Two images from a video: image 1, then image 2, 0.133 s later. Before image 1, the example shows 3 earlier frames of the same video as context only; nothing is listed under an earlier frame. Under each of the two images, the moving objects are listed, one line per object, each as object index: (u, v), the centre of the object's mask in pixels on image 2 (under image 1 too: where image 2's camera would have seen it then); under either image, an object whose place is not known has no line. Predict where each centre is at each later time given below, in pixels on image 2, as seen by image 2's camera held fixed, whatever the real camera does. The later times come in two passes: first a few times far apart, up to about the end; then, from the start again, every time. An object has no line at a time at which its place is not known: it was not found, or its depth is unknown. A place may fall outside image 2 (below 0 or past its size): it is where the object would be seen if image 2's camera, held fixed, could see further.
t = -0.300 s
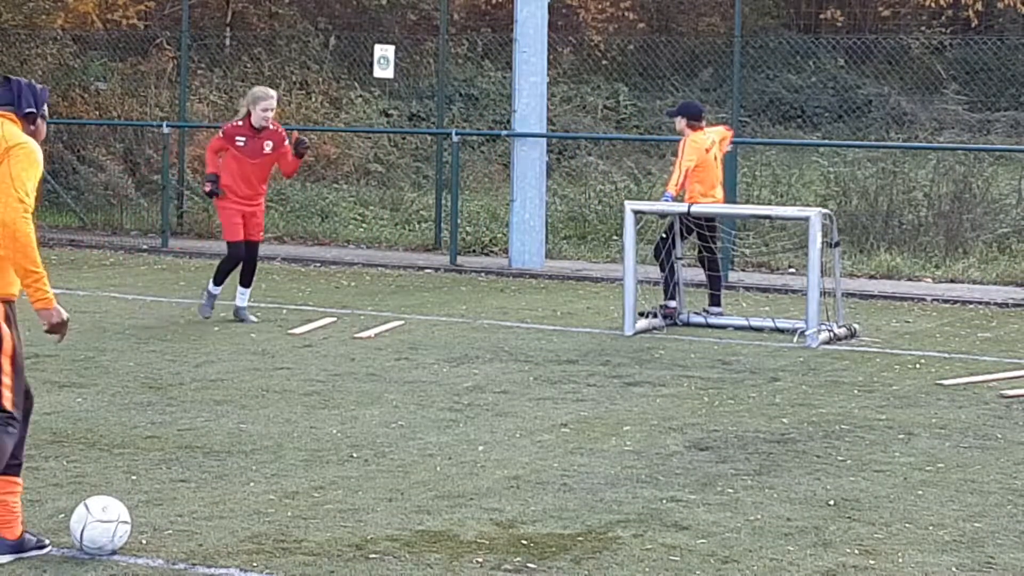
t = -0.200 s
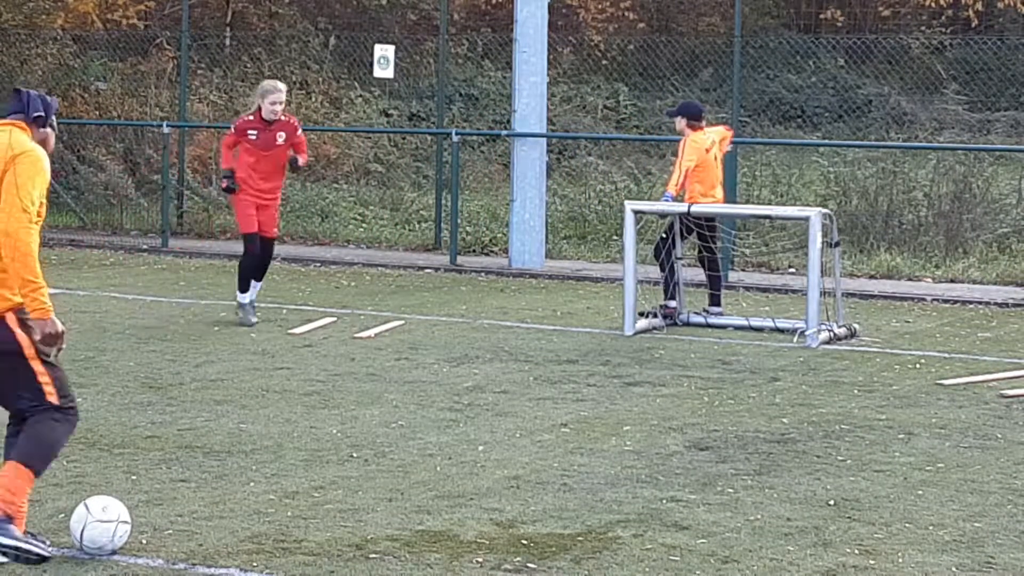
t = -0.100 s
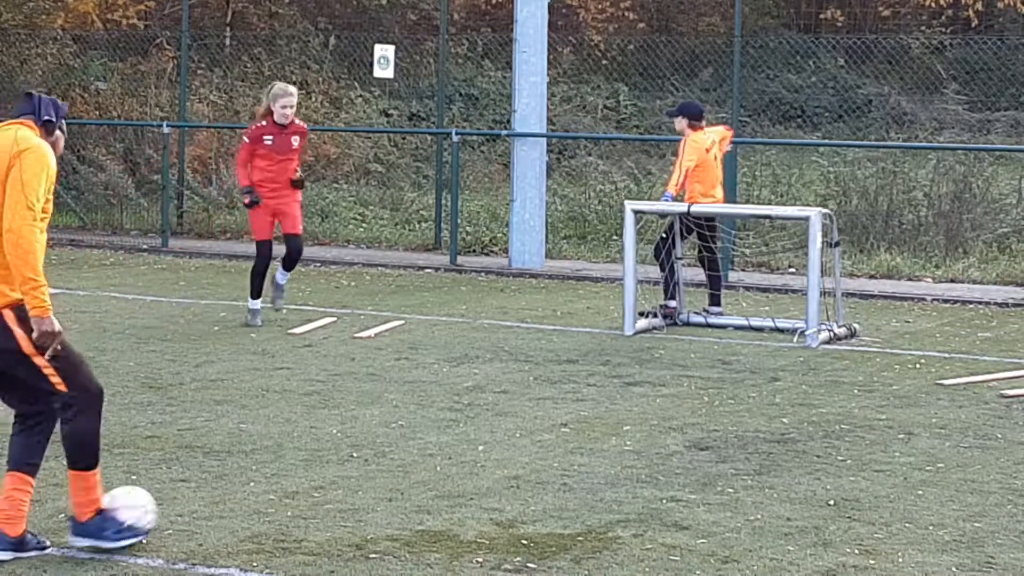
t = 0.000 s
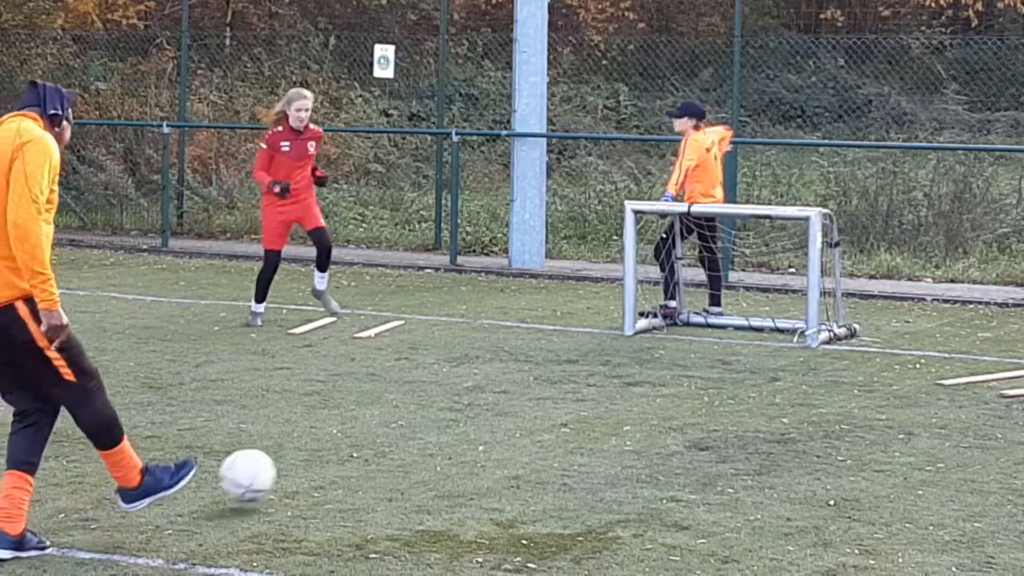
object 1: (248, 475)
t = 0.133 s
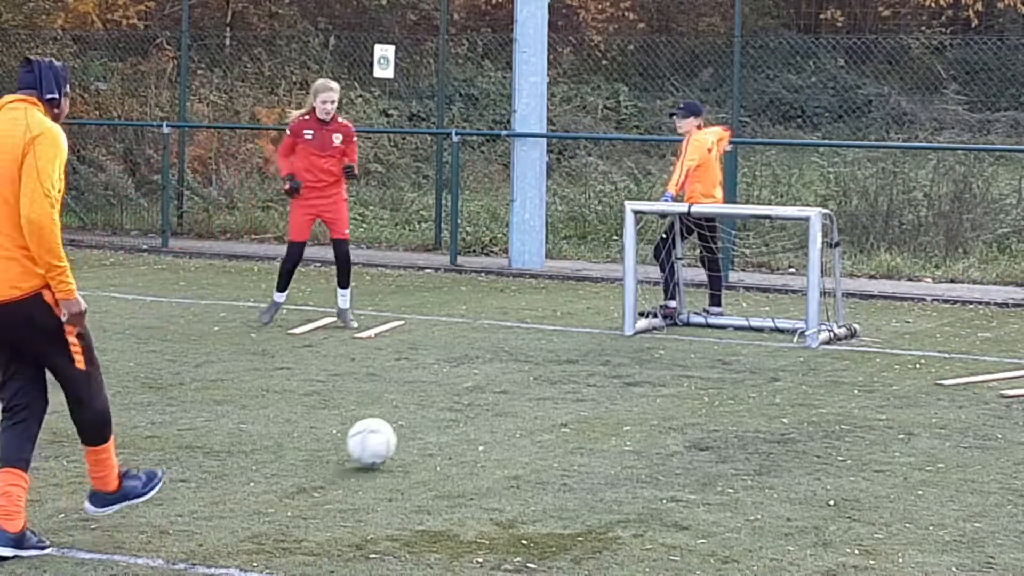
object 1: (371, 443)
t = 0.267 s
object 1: (464, 417)
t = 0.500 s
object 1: (576, 382)
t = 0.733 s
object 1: (657, 354)
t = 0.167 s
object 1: (397, 437)
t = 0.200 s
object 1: (421, 431)
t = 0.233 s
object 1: (443, 422)
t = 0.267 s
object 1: (464, 417)
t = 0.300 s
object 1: (483, 410)
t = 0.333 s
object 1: (501, 403)
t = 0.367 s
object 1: (518, 398)
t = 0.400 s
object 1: (534, 394)
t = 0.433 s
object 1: (549, 388)
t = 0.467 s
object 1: (563, 385)
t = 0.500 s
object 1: (576, 382)
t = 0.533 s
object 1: (589, 377)
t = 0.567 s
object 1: (601, 373)
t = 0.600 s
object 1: (614, 370)
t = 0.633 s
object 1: (625, 366)
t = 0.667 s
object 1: (636, 361)
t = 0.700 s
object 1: (647, 357)
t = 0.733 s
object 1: (657, 354)
